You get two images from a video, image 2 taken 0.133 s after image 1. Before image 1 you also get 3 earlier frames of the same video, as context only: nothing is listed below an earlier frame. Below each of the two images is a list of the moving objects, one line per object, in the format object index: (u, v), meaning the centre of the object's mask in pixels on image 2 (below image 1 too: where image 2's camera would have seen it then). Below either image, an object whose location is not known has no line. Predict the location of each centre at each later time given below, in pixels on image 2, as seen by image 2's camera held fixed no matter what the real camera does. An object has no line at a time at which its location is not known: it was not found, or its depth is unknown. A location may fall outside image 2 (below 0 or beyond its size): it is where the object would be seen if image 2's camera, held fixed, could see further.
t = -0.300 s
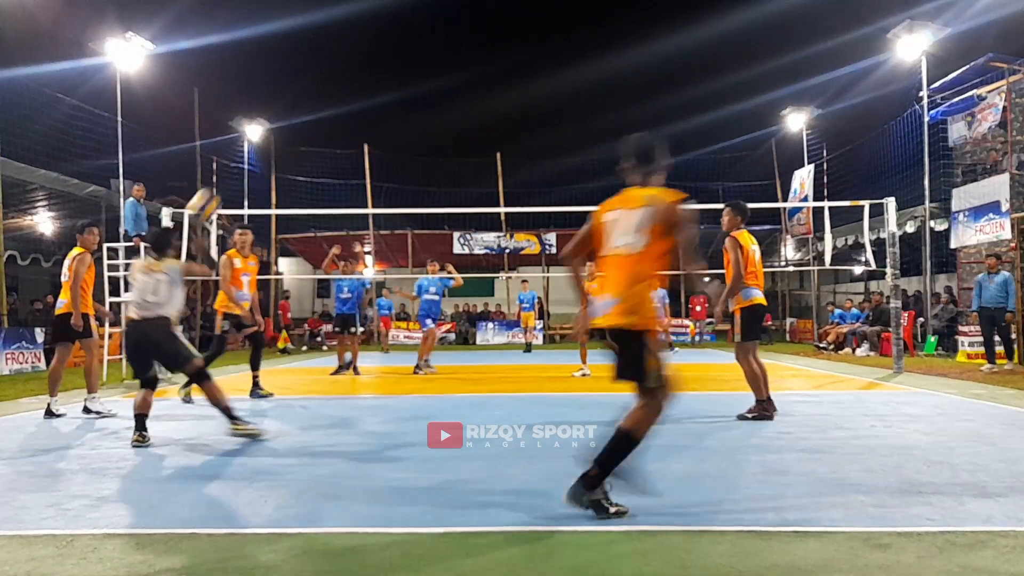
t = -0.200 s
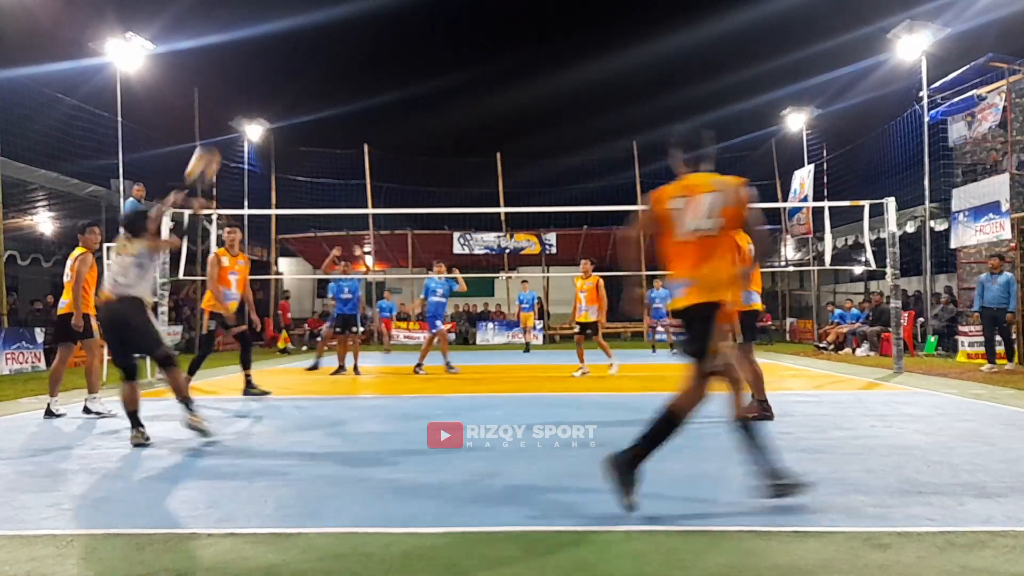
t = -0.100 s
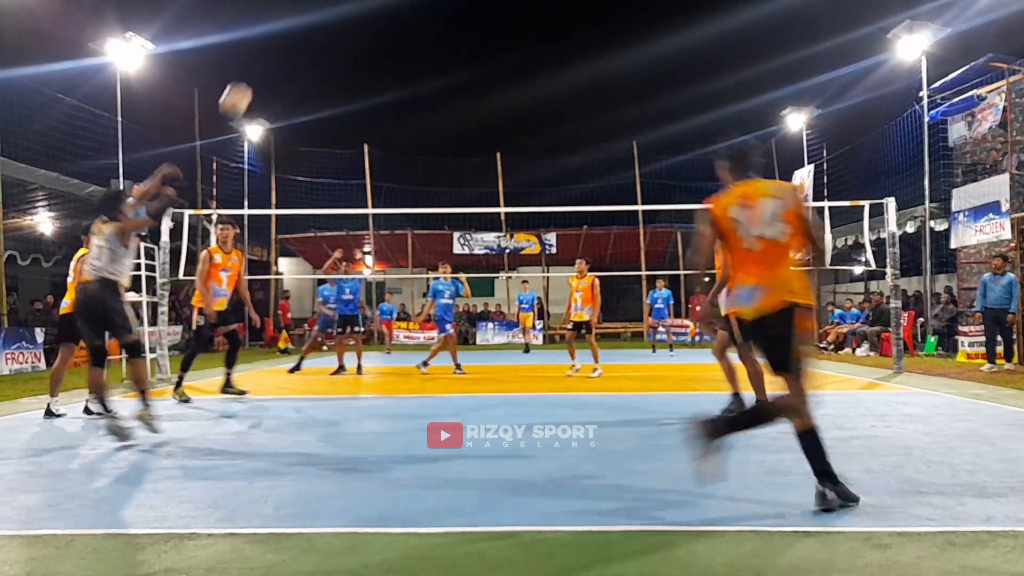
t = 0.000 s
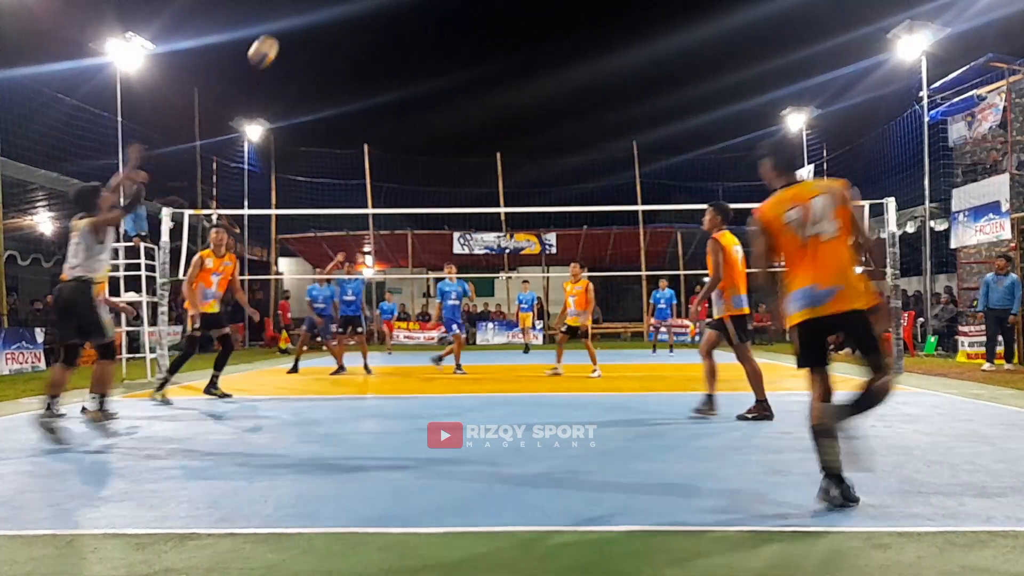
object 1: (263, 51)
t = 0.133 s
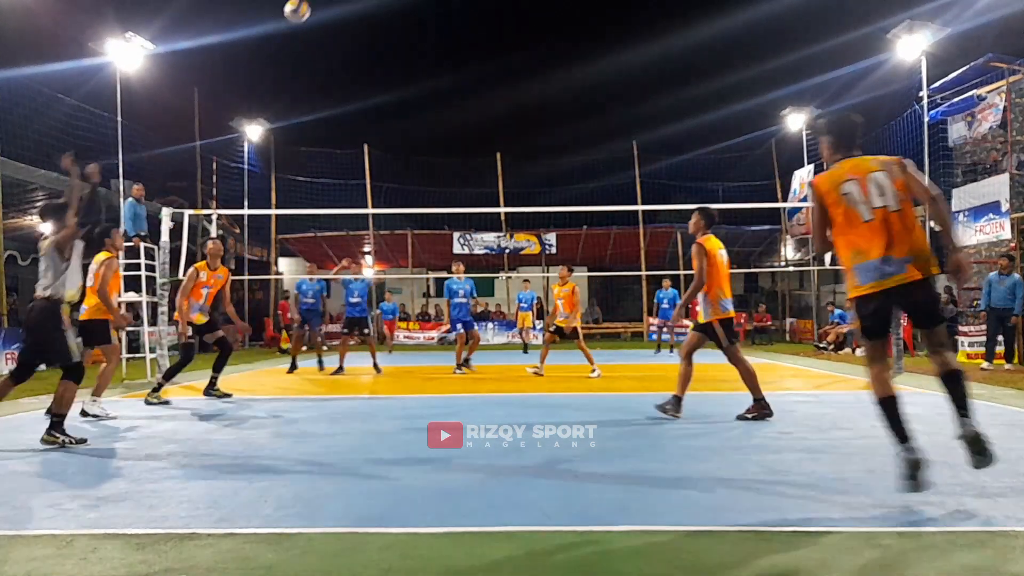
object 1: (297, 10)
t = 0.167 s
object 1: (304, 7)
